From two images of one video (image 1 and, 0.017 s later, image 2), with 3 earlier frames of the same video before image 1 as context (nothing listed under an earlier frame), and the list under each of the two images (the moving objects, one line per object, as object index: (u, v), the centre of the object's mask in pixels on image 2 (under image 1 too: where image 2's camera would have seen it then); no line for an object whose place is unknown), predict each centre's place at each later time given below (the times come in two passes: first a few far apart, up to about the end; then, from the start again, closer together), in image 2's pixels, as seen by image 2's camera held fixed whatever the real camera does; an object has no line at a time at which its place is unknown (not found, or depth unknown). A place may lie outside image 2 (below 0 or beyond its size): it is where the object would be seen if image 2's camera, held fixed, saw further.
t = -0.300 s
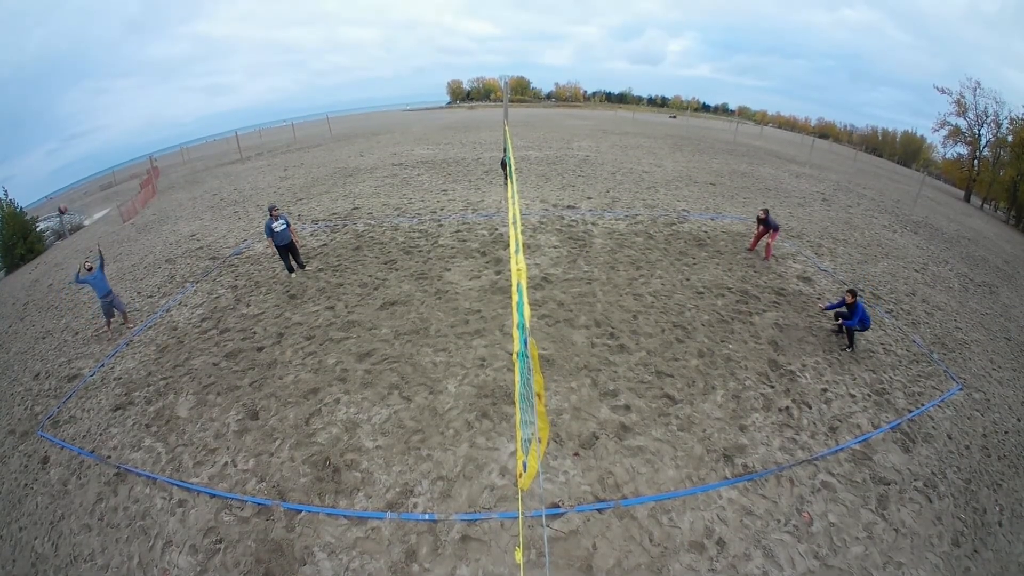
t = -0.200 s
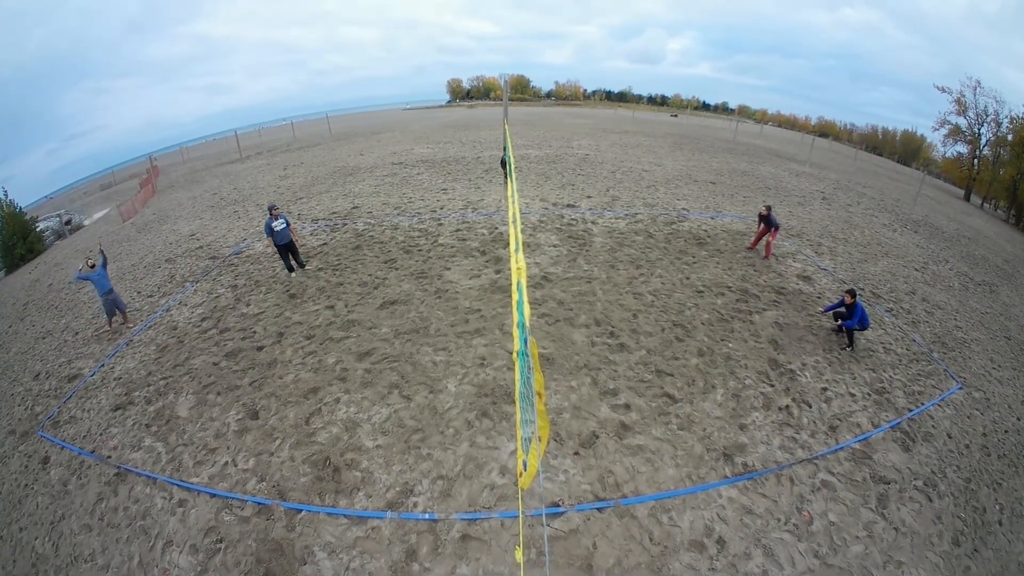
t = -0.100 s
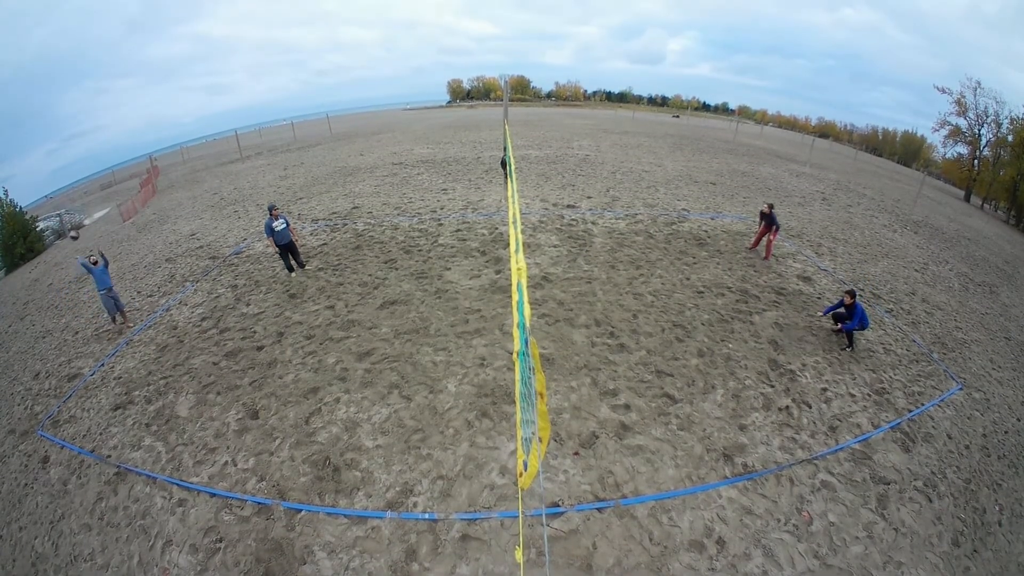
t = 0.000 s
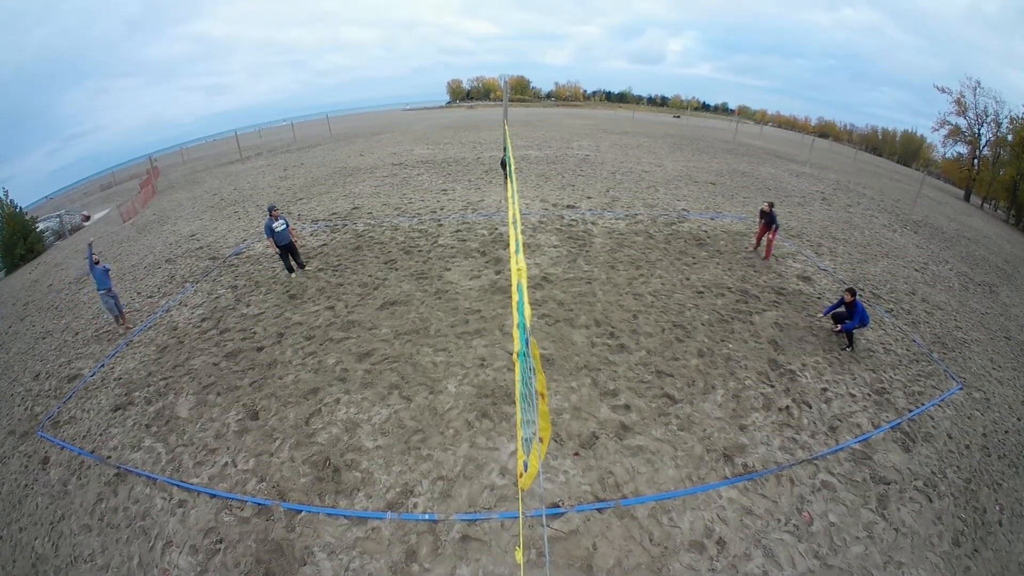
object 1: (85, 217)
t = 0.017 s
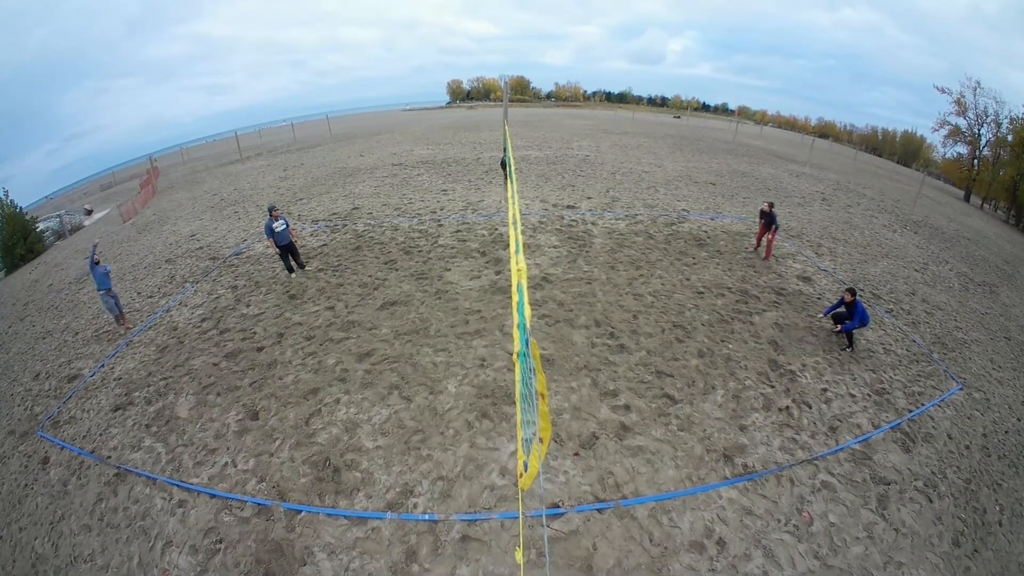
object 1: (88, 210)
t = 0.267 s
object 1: (150, 111)
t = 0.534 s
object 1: (283, 24)
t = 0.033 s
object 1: (90, 204)
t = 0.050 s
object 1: (93, 197)
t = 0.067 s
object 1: (96, 190)
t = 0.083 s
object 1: (99, 184)
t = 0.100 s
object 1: (103, 177)
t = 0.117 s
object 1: (106, 171)
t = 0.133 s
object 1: (110, 164)
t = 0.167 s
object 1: (119, 150)
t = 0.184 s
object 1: (123, 144)
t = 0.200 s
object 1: (128, 137)
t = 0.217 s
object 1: (133, 130)
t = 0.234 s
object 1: (138, 124)
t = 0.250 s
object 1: (144, 117)
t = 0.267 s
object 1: (150, 111)
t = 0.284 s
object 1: (156, 104)
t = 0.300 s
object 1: (162, 97)
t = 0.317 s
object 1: (169, 91)
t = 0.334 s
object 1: (176, 85)
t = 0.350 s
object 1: (183, 79)
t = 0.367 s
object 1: (191, 73)
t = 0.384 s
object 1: (199, 67)
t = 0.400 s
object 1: (207, 62)
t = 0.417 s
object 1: (215, 56)
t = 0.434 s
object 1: (224, 51)
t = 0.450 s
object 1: (233, 46)
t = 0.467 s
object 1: (243, 41)
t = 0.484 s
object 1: (253, 36)
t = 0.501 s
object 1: (263, 32)
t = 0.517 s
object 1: (273, 28)
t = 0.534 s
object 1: (283, 24)
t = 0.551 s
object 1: (294, 21)
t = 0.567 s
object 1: (305, 18)
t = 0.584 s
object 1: (316, 15)
